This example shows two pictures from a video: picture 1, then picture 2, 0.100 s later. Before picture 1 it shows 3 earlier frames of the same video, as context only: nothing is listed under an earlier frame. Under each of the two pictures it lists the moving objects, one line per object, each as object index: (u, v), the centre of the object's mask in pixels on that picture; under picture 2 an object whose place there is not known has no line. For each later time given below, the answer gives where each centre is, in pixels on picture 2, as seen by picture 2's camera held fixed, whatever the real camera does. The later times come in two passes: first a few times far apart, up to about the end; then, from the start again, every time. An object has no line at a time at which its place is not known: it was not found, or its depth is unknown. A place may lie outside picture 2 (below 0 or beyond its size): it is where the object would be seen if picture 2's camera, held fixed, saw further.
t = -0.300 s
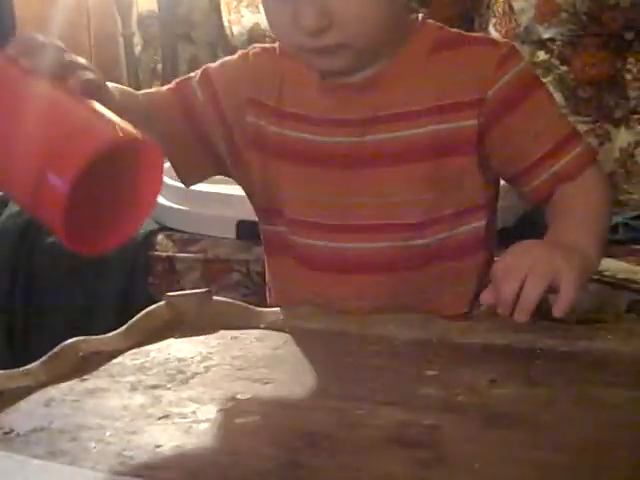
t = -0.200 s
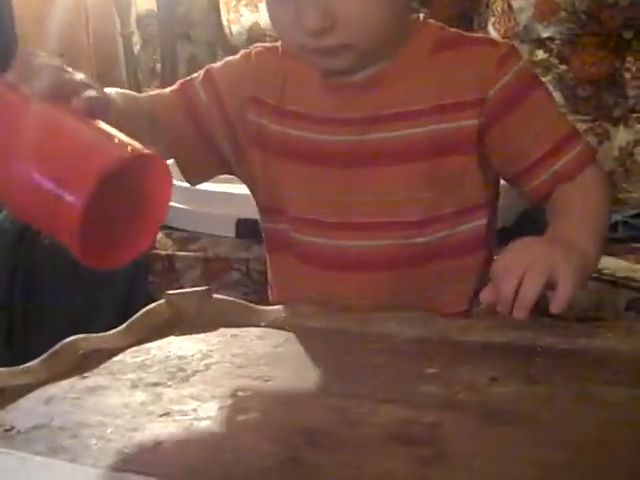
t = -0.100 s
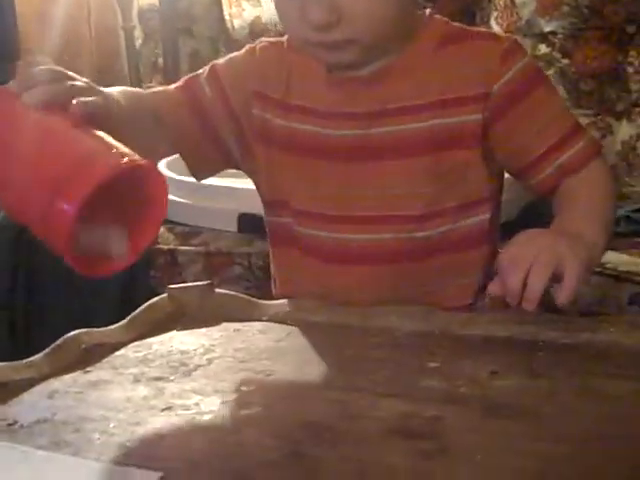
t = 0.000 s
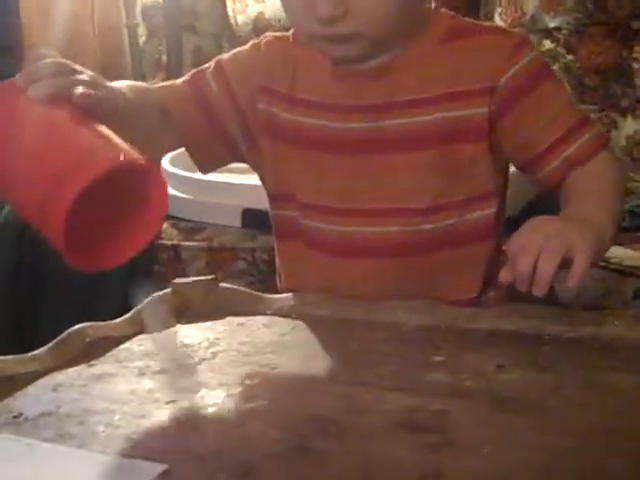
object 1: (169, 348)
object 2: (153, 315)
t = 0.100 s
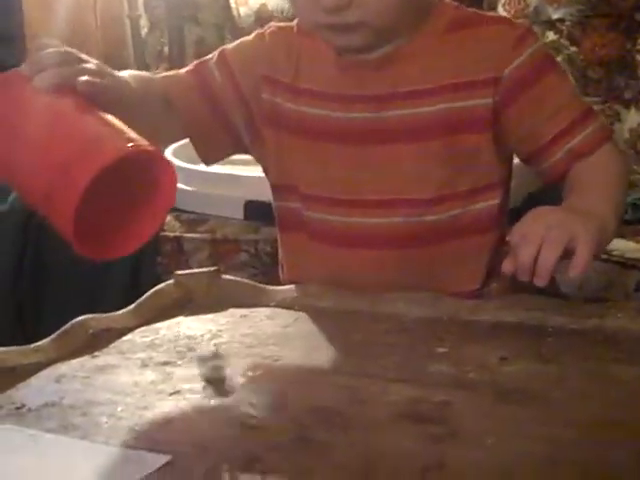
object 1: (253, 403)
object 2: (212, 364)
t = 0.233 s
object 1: (340, 429)
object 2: (253, 348)
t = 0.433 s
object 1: (447, 446)
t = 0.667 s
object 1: (463, 447)
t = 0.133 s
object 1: (271, 412)
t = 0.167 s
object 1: (296, 421)
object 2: (235, 354)
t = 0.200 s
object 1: (317, 425)
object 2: (245, 352)
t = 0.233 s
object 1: (340, 429)
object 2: (253, 348)
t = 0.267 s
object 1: (362, 435)
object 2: (261, 350)
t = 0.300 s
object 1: (382, 438)
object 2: (263, 351)
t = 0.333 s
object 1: (402, 445)
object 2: (264, 350)
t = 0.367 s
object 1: (419, 443)
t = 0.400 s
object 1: (435, 446)
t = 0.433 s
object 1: (447, 446)
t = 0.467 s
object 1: (458, 447)
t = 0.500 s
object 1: (464, 447)
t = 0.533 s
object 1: (463, 447)
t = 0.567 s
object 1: (463, 447)
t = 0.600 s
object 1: (463, 447)
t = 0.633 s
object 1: (463, 447)
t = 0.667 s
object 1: (463, 447)
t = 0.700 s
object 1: (464, 447)
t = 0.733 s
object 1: (464, 447)
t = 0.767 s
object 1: (465, 447)
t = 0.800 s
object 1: (464, 447)
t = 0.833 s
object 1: (464, 447)
